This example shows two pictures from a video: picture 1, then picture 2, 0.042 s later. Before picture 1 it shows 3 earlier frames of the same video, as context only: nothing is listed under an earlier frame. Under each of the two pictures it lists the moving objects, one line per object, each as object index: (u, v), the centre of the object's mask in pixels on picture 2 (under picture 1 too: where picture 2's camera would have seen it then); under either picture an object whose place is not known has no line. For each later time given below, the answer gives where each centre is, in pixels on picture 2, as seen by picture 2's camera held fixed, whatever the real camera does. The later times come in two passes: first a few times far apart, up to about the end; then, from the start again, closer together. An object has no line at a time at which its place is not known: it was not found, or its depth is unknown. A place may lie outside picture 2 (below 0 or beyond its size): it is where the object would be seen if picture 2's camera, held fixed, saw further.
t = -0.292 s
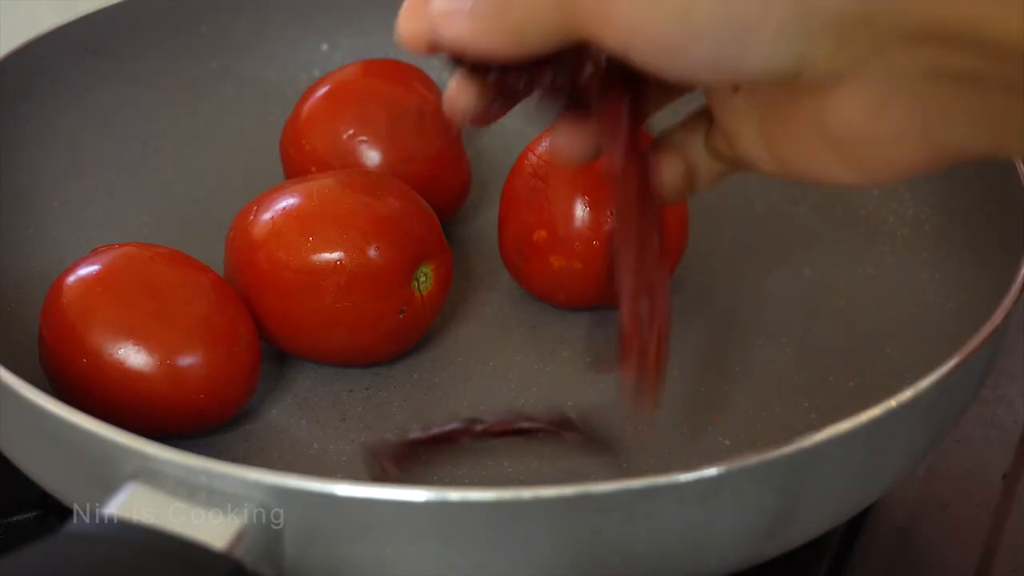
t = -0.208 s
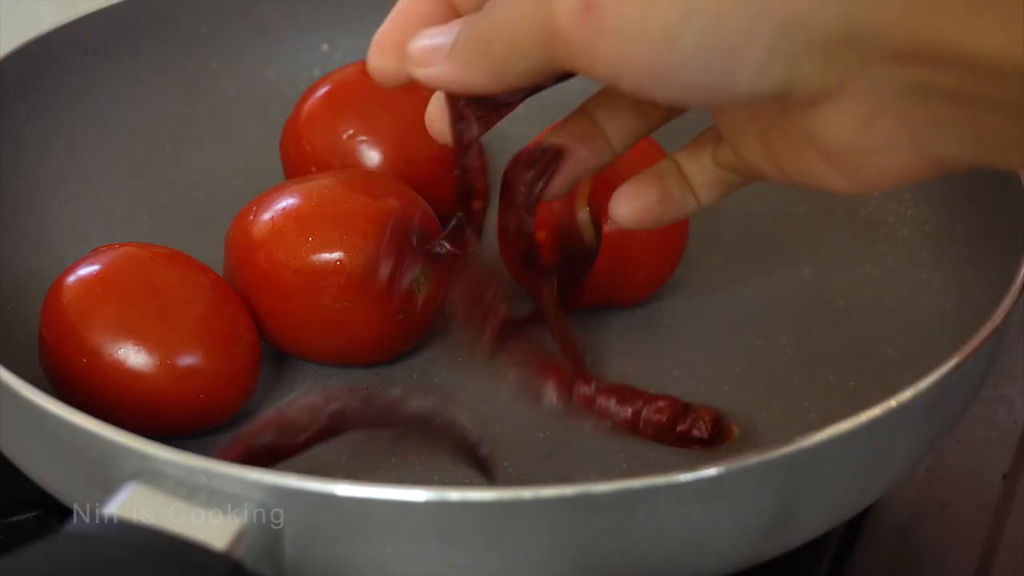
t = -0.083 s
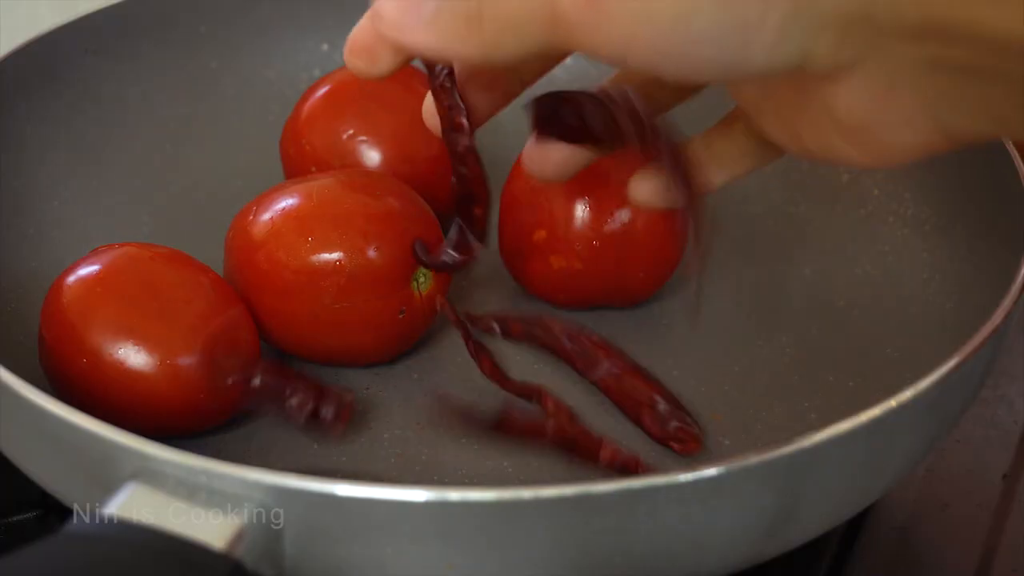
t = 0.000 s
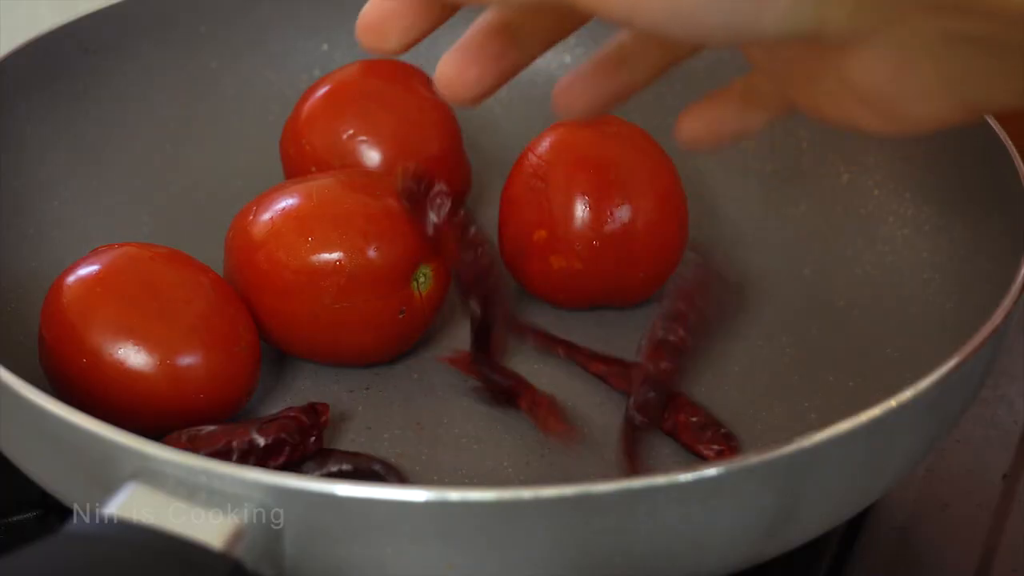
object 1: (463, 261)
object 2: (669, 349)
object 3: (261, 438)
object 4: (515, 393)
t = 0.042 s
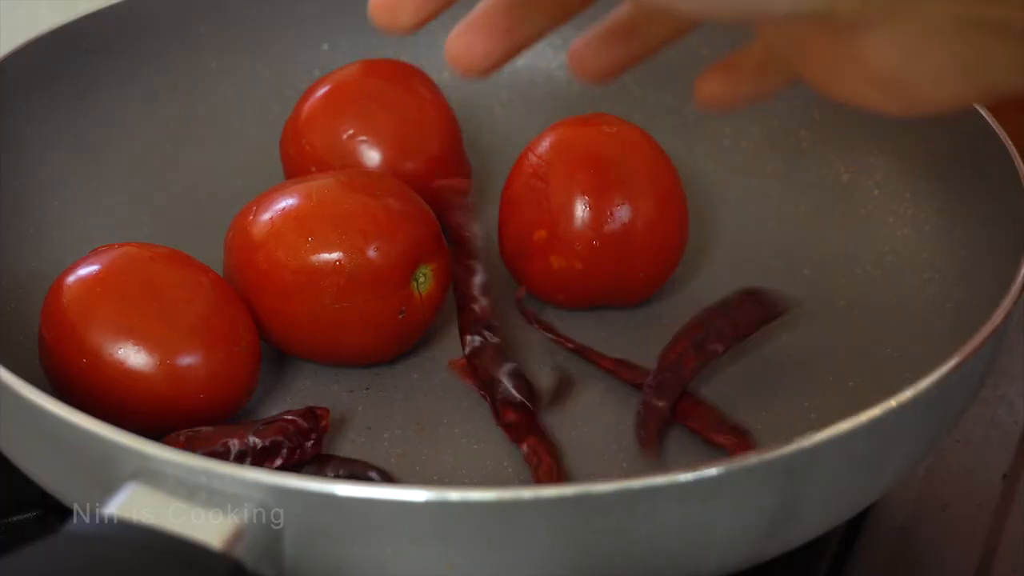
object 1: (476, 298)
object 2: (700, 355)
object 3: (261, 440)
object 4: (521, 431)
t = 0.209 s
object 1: (537, 381)
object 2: (730, 370)
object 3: (264, 446)
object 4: (489, 440)
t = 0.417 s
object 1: (534, 398)
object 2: (733, 371)
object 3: (267, 450)
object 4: (487, 438)
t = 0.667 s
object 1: (536, 406)
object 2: (735, 371)
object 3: (267, 450)
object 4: (487, 439)
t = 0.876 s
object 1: (536, 407)
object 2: (738, 372)
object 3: (267, 450)
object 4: (486, 439)
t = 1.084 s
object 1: (536, 408)
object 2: (738, 372)
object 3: (267, 450)
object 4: (486, 439)
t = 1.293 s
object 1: (538, 409)
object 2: (738, 372)
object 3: (267, 450)
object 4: (486, 439)
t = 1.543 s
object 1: (539, 410)
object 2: (738, 373)
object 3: (267, 451)
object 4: (486, 440)
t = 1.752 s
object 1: (539, 411)
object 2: (738, 373)
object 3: (267, 451)
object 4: (486, 439)
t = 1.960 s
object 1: (540, 412)
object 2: (737, 373)
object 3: (267, 451)
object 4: (486, 439)
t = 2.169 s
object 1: (541, 412)
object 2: (737, 373)
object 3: (267, 451)
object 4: (485, 439)
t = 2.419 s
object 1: (541, 412)
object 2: (737, 374)
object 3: (267, 451)
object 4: (485, 439)
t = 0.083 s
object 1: (518, 351)
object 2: (727, 351)
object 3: (261, 440)
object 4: (507, 429)
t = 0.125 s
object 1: (537, 369)
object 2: (731, 365)
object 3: (264, 441)
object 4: (498, 438)
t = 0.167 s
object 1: (537, 379)
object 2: (730, 367)
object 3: (265, 442)
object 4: (491, 440)
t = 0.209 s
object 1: (537, 381)
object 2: (730, 370)
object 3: (264, 446)
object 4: (489, 440)
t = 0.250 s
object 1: (539, 388)
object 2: (732, 370)
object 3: (263, 442)
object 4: (488, 439)
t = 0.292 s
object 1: (538, 391)
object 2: (733, 371)
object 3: (266, 447)
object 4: (487, 438)
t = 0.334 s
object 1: (537, 394)
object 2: (733, 371)
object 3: (266, 448)
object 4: (487, 438)
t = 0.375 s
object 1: (535, 397)
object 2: (733, 371)
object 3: (267, 450)
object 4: (487, 438)
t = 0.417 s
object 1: (534, 398)
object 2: (733, 371)
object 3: (267, 450)
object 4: (487, 438)
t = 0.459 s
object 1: (533, 399)
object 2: (734, 371)
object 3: (267, 449)
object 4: (487, 438)
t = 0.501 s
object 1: (534, 400)
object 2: (734, 372)
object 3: (267, 450)
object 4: (487, 438)
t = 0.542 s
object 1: (534, 401)
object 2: (734, 371)
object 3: (267, 450)
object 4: (487, 438)
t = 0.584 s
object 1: (535, 403)
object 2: (734, 371)
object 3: (267, 450)
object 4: (487, 439)
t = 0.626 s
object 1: (535, 404)
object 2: (735, 371)
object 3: (267, 450)
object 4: (487, 439)
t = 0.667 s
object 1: (536, 406)
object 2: (735, 371)
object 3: (267, 450)
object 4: (487, 439)
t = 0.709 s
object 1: (536, 406)
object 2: (736, 371)
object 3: (267, 450)
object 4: (486, 439)
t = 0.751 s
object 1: (536, 406)
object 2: (737, 371)
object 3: (267, 450)
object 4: (486, 439)
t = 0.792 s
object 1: (536, 407)
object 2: (737, 371)
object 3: (267, 450)
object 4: (486, 439)
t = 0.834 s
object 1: (536, 407)
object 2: (737, 372)
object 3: (267, 450)
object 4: (486, 439)
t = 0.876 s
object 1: (536, 407)
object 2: (738, 372)
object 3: (267, 450)
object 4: (486, 439)
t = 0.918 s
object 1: (536, 407)
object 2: (738, 372)
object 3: (267, 450)
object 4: (486, 439)
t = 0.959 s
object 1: (536, 407)
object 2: (738, 372)
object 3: (267, 450)
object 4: (486, 439)
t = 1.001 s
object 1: (537, 408)
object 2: (738, 372)
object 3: (267, 450)
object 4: (486, 439)
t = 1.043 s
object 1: (537, 408)
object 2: (738, 372)
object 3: (267, 450)
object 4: (486, 439)
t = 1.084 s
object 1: (536, 408)
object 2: (738, 372)
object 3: (267, 450)
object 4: (486, 439)
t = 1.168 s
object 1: (536, 408)
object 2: (738, 372)
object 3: (267, 450)
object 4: (486, 439)
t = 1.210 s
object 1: (537, 408)
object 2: (738, 372)
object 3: (267, 450)
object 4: (486, 439)
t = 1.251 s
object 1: (537, 409)
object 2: (738, 372)
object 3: (267, 450)
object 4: (486, 439)
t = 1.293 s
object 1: (538, 409)
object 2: (738, 372)
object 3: (267, 450)
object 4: (486, 439)
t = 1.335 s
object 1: (538, 409)
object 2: (738, 372)
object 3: (267, 450)
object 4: (486, 440)
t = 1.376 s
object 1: (538, 410)
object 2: (738, 372)
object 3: (267, 450)
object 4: (486, 440)
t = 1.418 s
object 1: (538, 410)
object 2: (738, 372)
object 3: (267, 451)
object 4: (486, 440)
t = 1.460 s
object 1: (539, 410)
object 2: (738, 373)
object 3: (267, 451)
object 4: (486, 440)
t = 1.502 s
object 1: (539, 410)
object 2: (738, 373)
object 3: (267, 451)
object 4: (486, 440)
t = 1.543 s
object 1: (539, 410)
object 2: (738, 373)
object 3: (267, 451)
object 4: (486, 440)
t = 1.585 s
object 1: (539, 410)
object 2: (738, 373)
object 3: (267, 451)
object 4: (486, 440)
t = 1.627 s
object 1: (539, 410)
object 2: (738, 373)
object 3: (267, 451)
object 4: (486, 440)
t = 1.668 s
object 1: (539, 410)
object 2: (738, 373)
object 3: (267, 451)
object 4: (486, 440)
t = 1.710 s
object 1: (539, 410)
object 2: (738, 373)
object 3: (267, 451)
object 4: (486, 439)
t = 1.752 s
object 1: (539, 411)
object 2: (738, 373)
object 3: (267, 451)
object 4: (486, 439)
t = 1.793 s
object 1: (539, 411)
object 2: (738, 373)
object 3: (267, 451)
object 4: (486, 439)
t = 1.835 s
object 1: (539, 411)
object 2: (738, 373)
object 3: (267, 451)
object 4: (486, 439)
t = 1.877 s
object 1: (540, 411)
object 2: (738, 373)
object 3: (267, 451)
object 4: (486, 439)
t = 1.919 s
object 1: (540, 411)
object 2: (738, 373)
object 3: (268, 451)
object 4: (486, 439)
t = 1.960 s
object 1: (540, 412)
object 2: (737, 373)
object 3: (267, 451)
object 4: (486, 439)
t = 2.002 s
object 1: (541, 412)
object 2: (737, 373)
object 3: (267, 451)
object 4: (485, 439)
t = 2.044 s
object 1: (541, 412)
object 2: (737, 373)
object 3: (267, 451)
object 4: (485, 439)
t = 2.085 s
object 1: (541, 412)
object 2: (737, 373)
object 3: (268, 451)
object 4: (485, 439)
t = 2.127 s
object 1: (541, 412)
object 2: (737, 373)
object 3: (267, 451)
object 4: (485, 439)
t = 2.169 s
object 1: (541, 412)
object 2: (737, 373)
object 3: (267, 451)
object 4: (485, 439)
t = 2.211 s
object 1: (541, 412)
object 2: (737, 374)
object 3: (268, 451)
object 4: (485, 439)
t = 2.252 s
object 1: (541, 412)
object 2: (737, 374)
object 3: (267, 451)
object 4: (485, 439)
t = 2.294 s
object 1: (541, 412)
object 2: (737, 374)
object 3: (267, 451)
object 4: (485, 439)
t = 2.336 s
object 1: (541, 412)
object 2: (737, 374)
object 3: (268, 451)
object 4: (485, 439)
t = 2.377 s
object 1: (541, 412)
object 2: (737, 373)
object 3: (267, 451)
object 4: (485, 439)
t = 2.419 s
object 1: (541, 412)
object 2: (737, 374)
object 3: (267, 451)
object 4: (485, 439)
